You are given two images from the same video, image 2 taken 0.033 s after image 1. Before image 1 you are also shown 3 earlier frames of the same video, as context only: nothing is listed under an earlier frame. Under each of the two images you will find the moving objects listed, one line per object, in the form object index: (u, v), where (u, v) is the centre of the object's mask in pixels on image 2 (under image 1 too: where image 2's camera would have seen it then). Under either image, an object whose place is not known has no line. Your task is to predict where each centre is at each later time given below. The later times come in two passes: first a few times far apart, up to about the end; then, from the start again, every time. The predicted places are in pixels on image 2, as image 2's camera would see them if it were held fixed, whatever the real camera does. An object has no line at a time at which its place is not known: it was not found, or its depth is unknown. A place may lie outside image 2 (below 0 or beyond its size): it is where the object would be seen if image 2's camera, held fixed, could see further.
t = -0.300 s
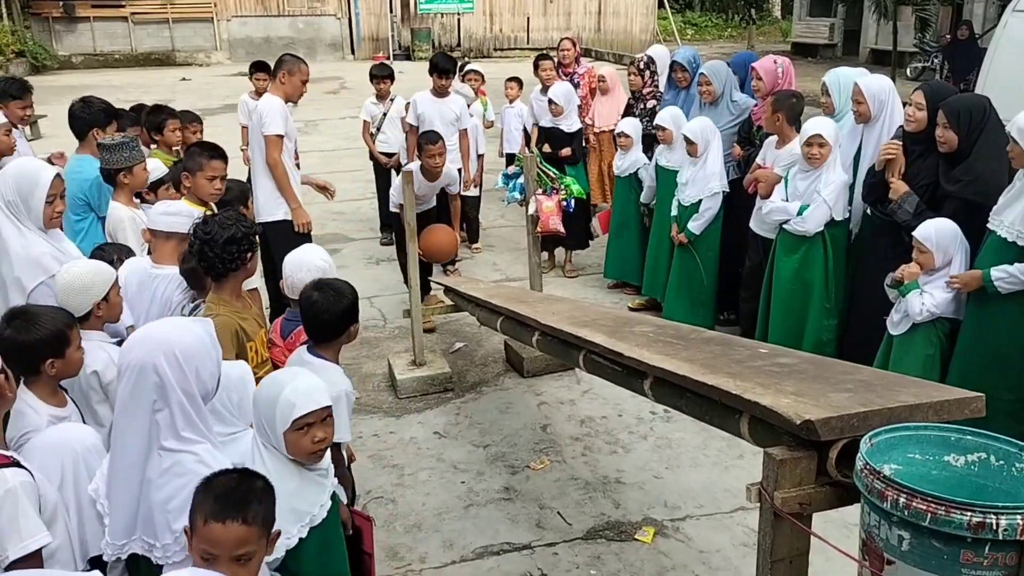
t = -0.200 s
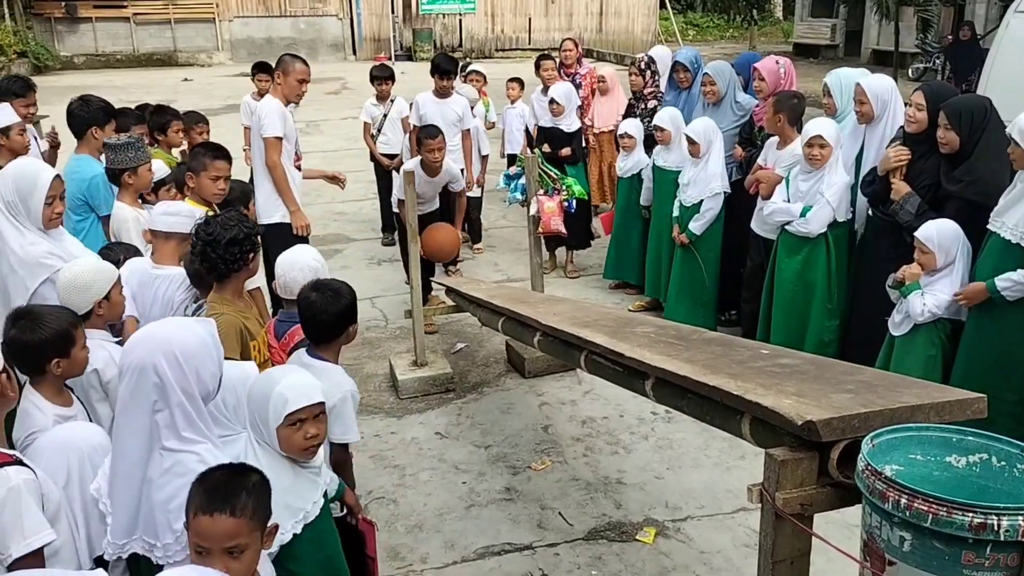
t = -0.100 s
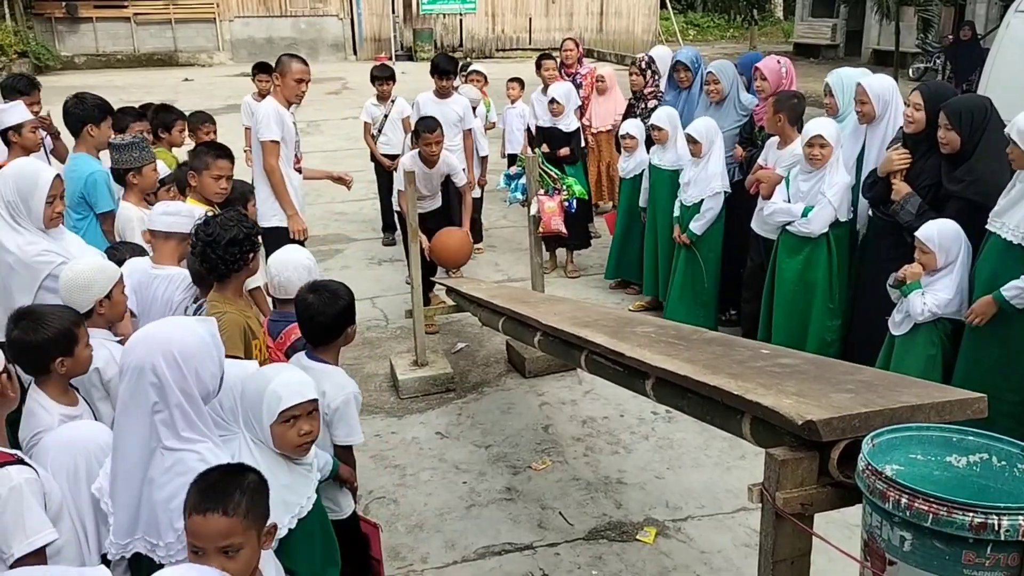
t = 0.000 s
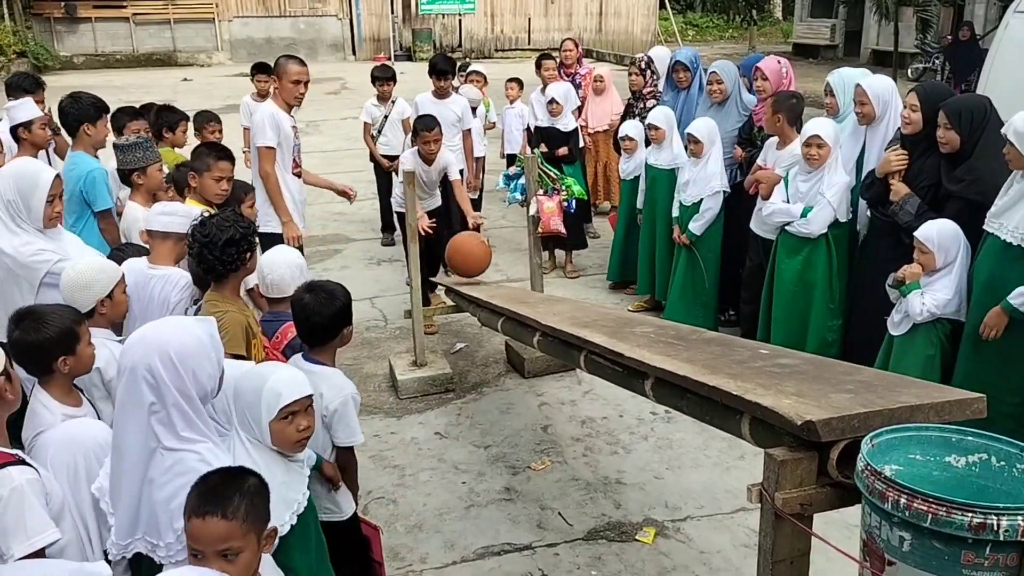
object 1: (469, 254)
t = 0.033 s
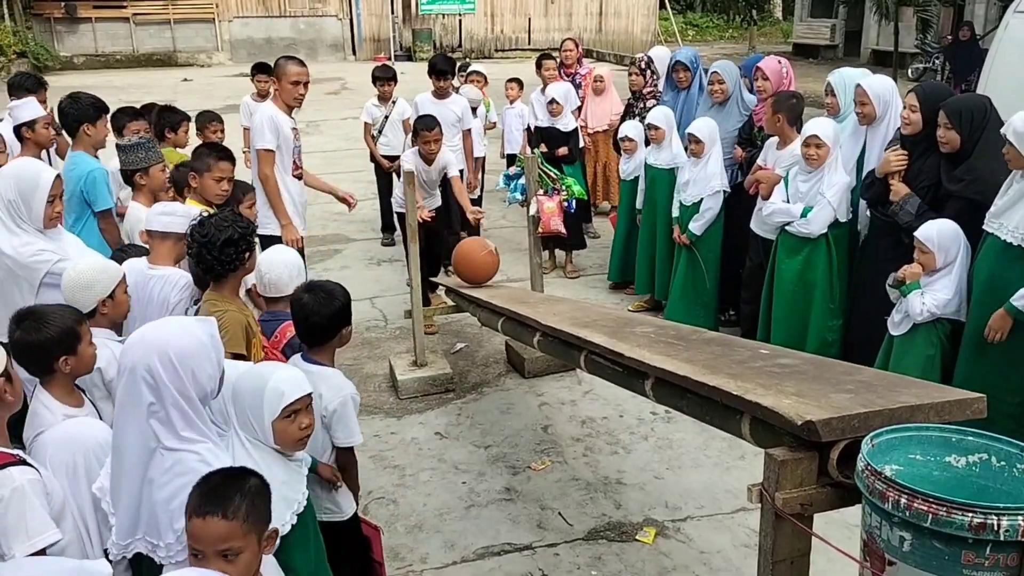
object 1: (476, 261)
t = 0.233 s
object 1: (508, 273)
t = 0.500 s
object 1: (551, 282)
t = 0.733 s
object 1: (593, 296)
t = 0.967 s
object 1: (640, 308)
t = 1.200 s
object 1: (686, 324)
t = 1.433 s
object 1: (716, 338)
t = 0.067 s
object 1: (483, 267)
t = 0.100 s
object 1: (488, 266)
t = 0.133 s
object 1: (493, 264)
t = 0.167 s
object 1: (497, 264)
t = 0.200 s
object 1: (503, 267)
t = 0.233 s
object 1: (508, 273)
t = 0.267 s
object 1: (514, 274)
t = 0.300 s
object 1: (519, 273)
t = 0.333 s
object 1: (523, 274)
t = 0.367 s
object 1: (529, 277)
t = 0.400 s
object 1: (535, 279)
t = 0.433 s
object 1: (540, 280)
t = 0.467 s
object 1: (545, 281)
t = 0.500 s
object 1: (551, 282)
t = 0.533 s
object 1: (557, 284)
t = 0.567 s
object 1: (563, 287)
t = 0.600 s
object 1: (569, 289)
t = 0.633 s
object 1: (575, 289)
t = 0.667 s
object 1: (581, 291)
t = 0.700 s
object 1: (587, 294)
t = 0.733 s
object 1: (593, 296)
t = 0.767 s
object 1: (600, 298)
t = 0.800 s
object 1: (606, 299)
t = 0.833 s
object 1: (612, 300)
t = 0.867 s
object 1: (619, 303)
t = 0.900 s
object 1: (626, 306)
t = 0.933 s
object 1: (633, 306)
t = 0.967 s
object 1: (640, 308)
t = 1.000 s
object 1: (646, 312)
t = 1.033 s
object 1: (653, 313)
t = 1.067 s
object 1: (660, 314)
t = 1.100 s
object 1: (666, 317)
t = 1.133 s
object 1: (673, 319)
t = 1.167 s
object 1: (679, 322)
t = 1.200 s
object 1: (686, 324)
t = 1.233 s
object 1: (692, 326)
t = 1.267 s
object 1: (698, 327)
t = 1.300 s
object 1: (703, 331)
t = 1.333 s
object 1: (708, 335)
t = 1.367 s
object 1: (712, 336)
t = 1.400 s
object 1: (715, 336)
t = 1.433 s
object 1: (716, 338)
